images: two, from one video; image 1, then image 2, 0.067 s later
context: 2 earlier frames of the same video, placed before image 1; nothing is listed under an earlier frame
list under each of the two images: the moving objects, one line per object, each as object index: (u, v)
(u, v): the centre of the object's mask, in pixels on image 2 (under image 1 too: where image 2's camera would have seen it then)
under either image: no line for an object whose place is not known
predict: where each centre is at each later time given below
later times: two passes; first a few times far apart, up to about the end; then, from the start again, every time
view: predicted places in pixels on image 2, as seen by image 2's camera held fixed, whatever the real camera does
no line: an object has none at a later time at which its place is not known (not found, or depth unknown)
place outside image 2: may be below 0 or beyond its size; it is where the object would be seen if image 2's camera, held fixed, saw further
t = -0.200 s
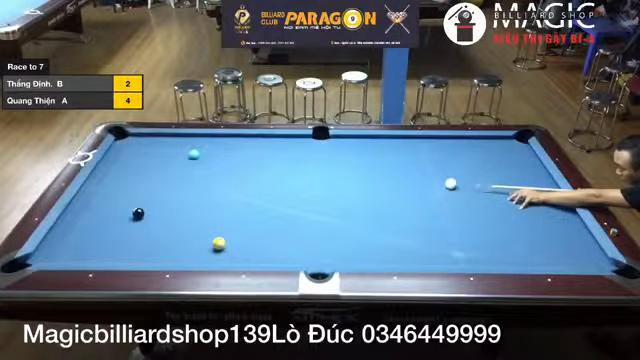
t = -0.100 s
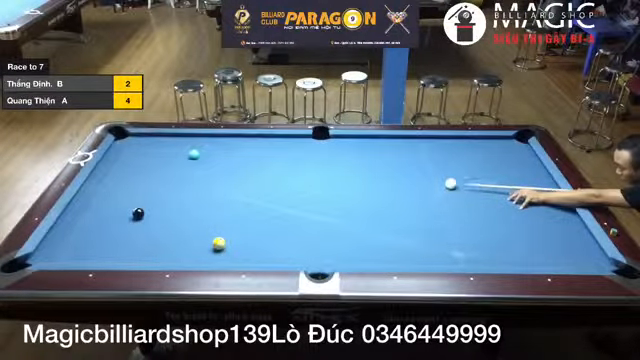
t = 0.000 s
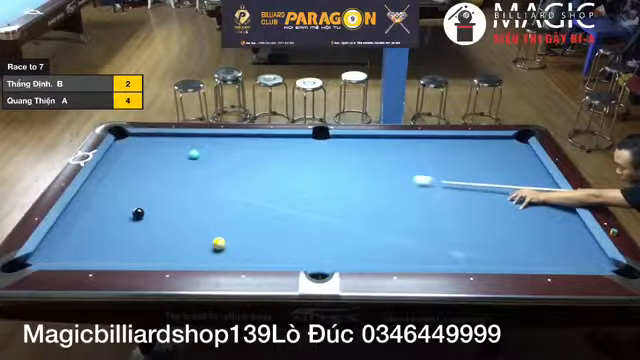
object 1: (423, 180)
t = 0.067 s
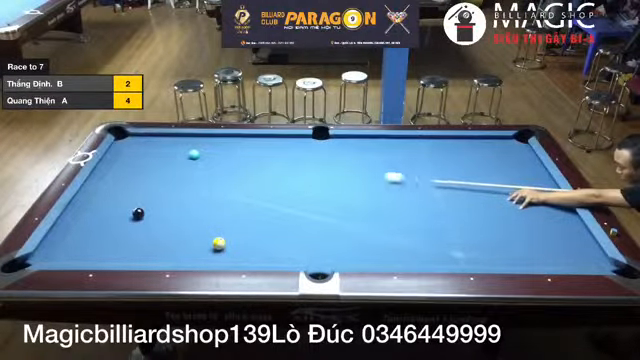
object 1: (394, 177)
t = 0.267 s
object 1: (322, 169)
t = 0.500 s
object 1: (247, 160)
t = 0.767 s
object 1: (193, 159)
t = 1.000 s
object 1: (167, 163)
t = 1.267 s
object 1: (136, 167)
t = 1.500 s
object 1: (111, 171)
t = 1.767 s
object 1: (102, 174)
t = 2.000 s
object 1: (113, 176)
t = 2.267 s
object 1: (123, 178)
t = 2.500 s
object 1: (136, 181)
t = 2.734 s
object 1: (145, 182)
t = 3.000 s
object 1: (153, 184)
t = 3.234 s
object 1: (161, 186)
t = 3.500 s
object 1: (168, 188)
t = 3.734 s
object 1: (174, 189)
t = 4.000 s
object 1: (180, 190)
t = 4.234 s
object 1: (184, 192)
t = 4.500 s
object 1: (188, 193)
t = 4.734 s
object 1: (191, 193)
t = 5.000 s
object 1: (192, 193)
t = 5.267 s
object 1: (193, 193)
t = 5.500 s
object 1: (194, 194)
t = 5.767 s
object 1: (194, 194)
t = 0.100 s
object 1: (380, 176)
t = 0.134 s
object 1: (368, 174)
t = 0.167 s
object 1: (356, 173)
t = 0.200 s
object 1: (344, 171)
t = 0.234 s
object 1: (332, 170)
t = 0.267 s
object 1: (322, 169)
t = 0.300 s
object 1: (310, 168)
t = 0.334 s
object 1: (299, 167)
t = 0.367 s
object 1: (289, 166)
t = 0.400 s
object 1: (277, 165)
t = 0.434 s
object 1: (267, 164)
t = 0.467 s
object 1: (257, 162)
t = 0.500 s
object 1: (247, 160)
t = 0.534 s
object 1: (237, 160)
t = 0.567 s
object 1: (227, 159)
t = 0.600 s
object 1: (216, 158)
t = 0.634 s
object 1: (207, 157)
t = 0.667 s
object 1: (201, 156)
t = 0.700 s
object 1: (198, 157)
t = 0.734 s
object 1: (196, 158)
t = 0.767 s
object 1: (193, 159)
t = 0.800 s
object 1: (189, 159)
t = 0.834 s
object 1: (186, 161)
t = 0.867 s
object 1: (182, 161)
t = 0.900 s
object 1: (178, 162)
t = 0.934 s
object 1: (174, 162)
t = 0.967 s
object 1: (171, 163)
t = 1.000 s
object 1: (167, 163)
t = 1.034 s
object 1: (163, 164)
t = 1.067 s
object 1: (159, 165)
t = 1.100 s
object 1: (155, 165)
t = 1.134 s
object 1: (151, 165)
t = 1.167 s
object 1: (148, 165)
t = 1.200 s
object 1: (144, 166)
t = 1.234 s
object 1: (140, 167)
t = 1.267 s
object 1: (136, 167)
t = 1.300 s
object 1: (133, 167)
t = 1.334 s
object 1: (129, 168)
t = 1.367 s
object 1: (126, 168)
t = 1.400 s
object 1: (121, 169)
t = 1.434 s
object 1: (118, 169)
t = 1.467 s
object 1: (114, 170)
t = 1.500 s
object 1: (111, 171)
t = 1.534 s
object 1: (106, 171)
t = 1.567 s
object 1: (102, 172)
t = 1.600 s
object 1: (99, 172)
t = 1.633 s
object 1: (95, 173)
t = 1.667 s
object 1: (96, 173)
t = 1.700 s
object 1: (98, 173)
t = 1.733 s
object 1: (99, 173)
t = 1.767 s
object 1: (102, 174)
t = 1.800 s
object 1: (103, 174)
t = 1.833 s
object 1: (105, 174)
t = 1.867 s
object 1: (107, 175)
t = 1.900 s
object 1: (108, 175)
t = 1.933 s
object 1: (111, 176)
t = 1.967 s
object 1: (112, 176)
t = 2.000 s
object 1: (113, 176)
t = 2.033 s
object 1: (113, 176)
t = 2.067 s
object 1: (116, 177)
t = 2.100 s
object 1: (117, 177)
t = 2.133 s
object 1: (119, 177)
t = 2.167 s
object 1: (121, 177)
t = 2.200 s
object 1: (121, 177)
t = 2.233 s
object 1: (123, 178)
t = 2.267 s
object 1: (123, 178)
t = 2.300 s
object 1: (126, 179)
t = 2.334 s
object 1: (129, 179)
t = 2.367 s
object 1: (130, 180)
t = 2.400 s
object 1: (132, 180)
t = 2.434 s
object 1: (133, 180)
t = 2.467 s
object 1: (135, 181)
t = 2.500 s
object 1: (136, 181)
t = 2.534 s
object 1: (137, 181)
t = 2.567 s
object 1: (139, 181)
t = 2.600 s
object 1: (140, 181)
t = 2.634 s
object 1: (141, 182)
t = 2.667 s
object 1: (142, 182)
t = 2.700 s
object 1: (143, 182)
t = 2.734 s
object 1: (145, 182)
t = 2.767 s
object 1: (145, 183)
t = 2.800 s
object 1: (147, 183)
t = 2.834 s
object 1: (148, 183)
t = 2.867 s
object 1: (150, 183)
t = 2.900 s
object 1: (151, 184)
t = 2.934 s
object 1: (151, 184)
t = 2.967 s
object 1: (152, 184)
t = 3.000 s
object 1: (153, 184)
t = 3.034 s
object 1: (155, 184)
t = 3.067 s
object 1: (156, 185)
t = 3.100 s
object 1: (157, 185)
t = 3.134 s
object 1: (158, 185)
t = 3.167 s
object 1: (158, 185)
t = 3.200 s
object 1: (160, 186)
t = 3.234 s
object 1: (161, 186)
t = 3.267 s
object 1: (162, 186)
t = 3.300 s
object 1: (162, 186)
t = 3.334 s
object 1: (164, 187)
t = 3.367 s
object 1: (164, 187)
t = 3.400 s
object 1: (165, 188)
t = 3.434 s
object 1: (166, 188)
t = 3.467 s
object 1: (167, 188)
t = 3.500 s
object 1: (168, 188)
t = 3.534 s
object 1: (169, 188)
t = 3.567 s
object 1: (170, 188)
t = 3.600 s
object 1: (170, 188)
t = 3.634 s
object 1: (172, 189)
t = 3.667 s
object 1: (173, 189)
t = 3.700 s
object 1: (174, 189)
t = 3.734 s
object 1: (174, 189)
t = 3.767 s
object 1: (175, 189)
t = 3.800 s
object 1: (175, 190)
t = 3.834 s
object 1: (175, 190)
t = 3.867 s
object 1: (178, 190)
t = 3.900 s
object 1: (178, 190)
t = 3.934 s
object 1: (179, 190)
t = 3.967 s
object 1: (179, 191)
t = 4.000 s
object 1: (180, 190)
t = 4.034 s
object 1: (180, 191)
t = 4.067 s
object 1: (181, 191)
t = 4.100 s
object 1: (182, 191)
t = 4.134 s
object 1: (182, 191)
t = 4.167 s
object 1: (183, 191)
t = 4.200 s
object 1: (183, 192)
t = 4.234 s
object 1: (184, 192)
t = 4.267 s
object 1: (185, 191)
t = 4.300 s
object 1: (185, 192)
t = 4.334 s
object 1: (185, 192)
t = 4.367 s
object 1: (186, 192)
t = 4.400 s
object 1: (186, 192)
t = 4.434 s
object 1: (186, 192)
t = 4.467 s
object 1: (187, 192)
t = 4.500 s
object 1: (188, 193)
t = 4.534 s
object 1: (189, 193)
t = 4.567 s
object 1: (189, 193)
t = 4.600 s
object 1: (189, 193)
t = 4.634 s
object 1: (189, 193)
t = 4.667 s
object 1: (190, 193)
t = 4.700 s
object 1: (191, 193)
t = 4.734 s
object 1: (191, 193)
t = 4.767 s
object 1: (191, 193)
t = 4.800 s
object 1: (192, 193)
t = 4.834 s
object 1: (192, 193)
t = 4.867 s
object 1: (192, 193)
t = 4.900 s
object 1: (192, 193)
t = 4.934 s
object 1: (192, 193)
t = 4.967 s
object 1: (192, 193)
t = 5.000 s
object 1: (192, 193)
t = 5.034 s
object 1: (193, 193)
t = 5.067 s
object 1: (193, 193)
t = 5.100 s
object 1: (193, 193)
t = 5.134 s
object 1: (193, 194)
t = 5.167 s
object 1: (193, 193)
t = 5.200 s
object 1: (193, 193)
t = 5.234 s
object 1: (193, 193)
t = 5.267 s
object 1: (193, 193)
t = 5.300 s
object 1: (193, 194)
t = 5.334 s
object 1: (194, 194)
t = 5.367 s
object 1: (194, 194)
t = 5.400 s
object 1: (194, 194)
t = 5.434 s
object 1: (194, 194)
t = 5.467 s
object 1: (194, 194)
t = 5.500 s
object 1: (194, 194)
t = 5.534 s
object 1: (194, 194)
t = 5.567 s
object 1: (194, 194)
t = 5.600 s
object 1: (194, 194)
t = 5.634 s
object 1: (194, 194)
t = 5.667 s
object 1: (194, 194)
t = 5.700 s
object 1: (194, 194)
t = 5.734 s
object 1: (194, 194)
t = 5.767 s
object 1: (194, 194)
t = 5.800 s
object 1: (194, 194)
